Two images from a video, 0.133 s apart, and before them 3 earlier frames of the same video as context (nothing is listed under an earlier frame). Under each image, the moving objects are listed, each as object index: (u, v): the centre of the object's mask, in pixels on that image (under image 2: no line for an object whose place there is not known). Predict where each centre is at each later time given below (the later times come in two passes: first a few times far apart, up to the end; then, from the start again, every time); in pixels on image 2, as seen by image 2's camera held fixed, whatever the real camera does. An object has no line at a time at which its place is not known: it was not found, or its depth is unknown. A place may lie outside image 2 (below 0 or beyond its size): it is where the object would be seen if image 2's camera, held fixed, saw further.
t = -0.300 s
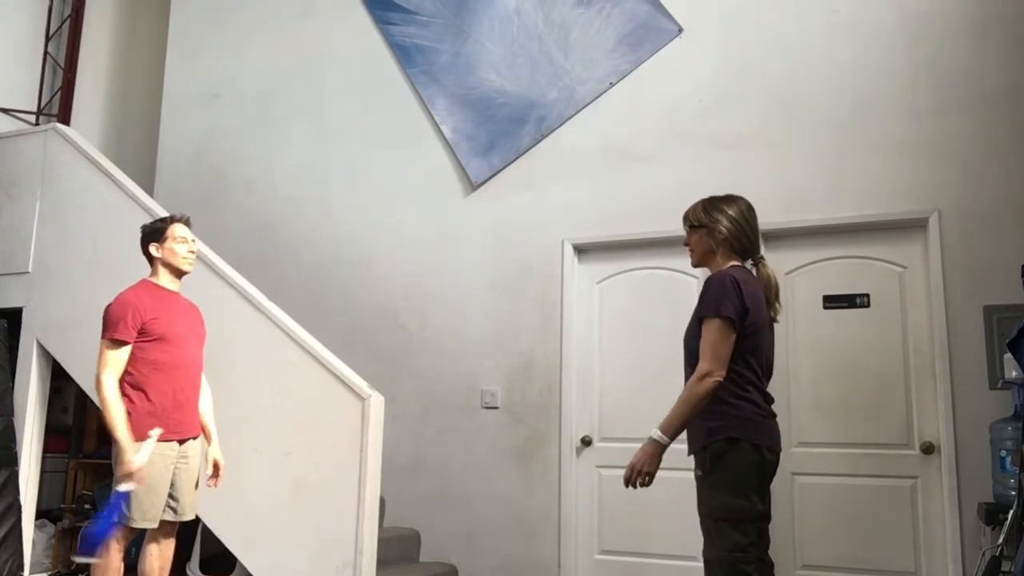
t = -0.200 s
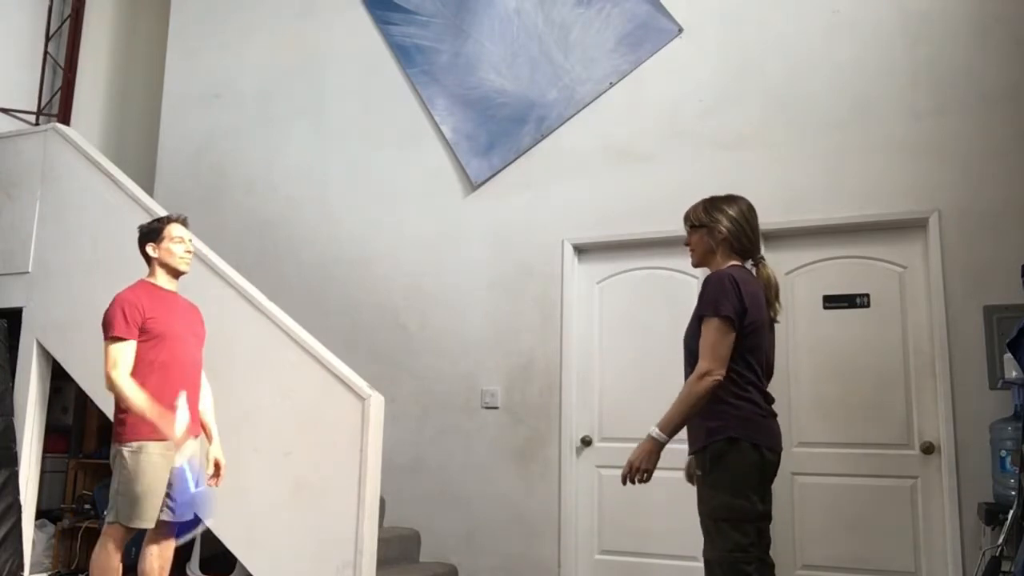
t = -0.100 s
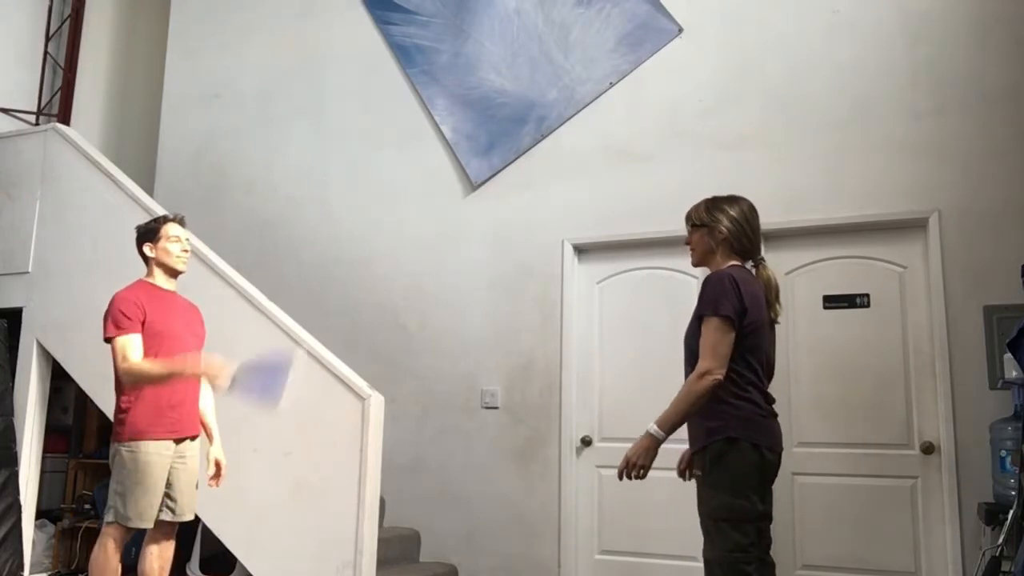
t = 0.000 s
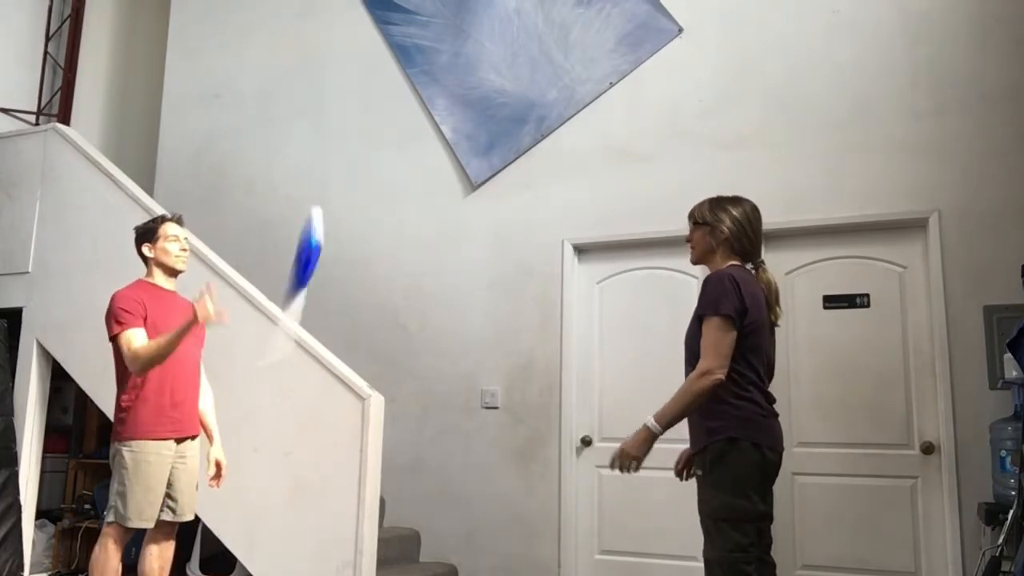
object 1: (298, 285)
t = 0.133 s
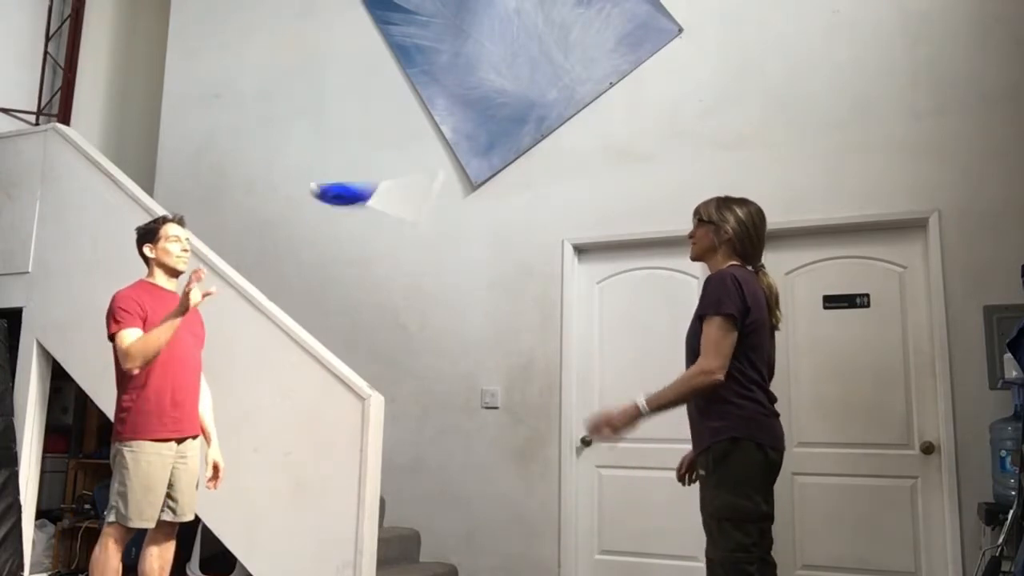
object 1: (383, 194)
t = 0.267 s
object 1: (428, 160)
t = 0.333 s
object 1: (463, 157)
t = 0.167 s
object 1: (385, 176)
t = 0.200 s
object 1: (400, 163)
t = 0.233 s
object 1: (413, 156)
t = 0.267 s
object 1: (428, 160)
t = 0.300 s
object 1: (447, 160)
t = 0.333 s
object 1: (463, 157)
